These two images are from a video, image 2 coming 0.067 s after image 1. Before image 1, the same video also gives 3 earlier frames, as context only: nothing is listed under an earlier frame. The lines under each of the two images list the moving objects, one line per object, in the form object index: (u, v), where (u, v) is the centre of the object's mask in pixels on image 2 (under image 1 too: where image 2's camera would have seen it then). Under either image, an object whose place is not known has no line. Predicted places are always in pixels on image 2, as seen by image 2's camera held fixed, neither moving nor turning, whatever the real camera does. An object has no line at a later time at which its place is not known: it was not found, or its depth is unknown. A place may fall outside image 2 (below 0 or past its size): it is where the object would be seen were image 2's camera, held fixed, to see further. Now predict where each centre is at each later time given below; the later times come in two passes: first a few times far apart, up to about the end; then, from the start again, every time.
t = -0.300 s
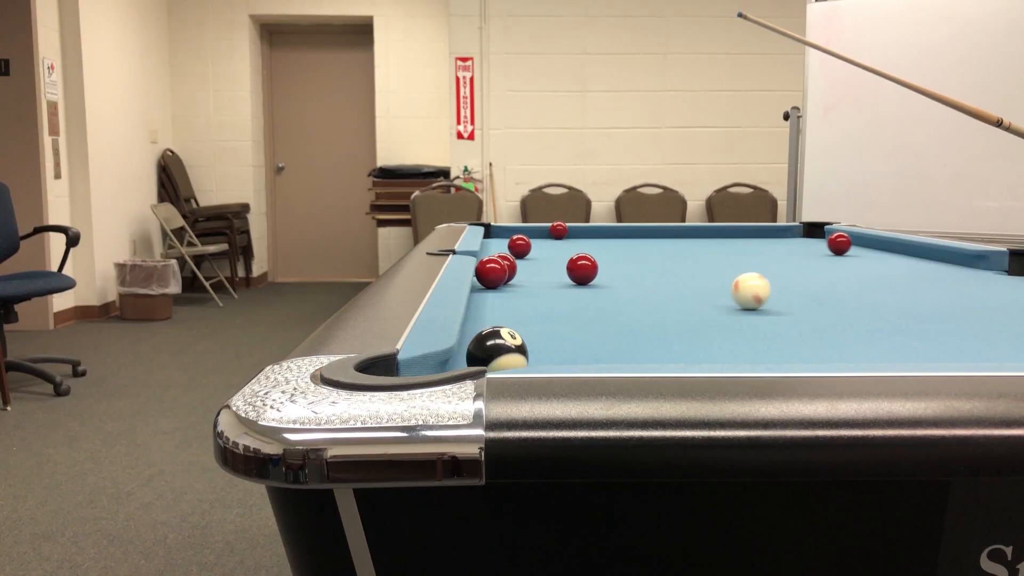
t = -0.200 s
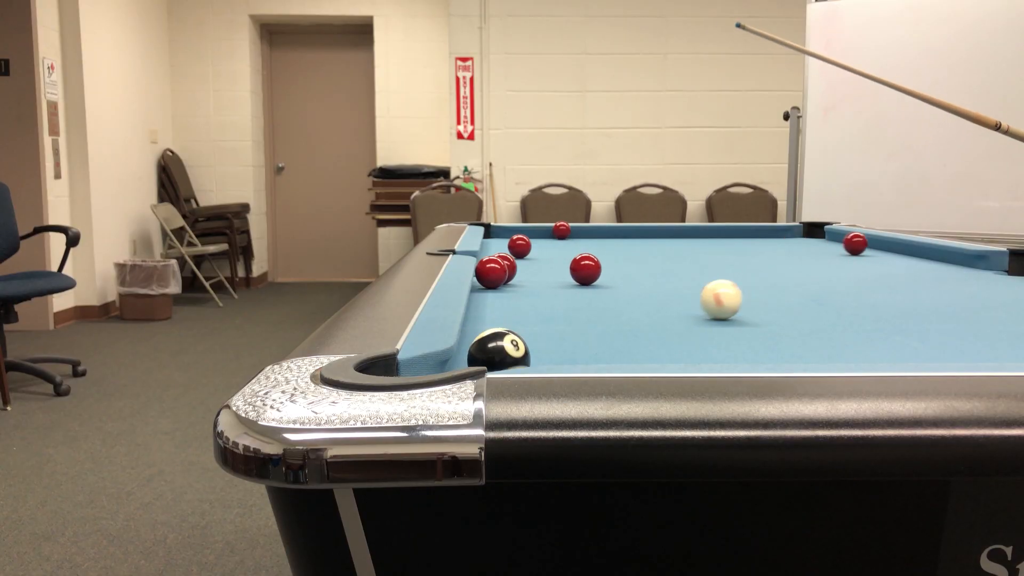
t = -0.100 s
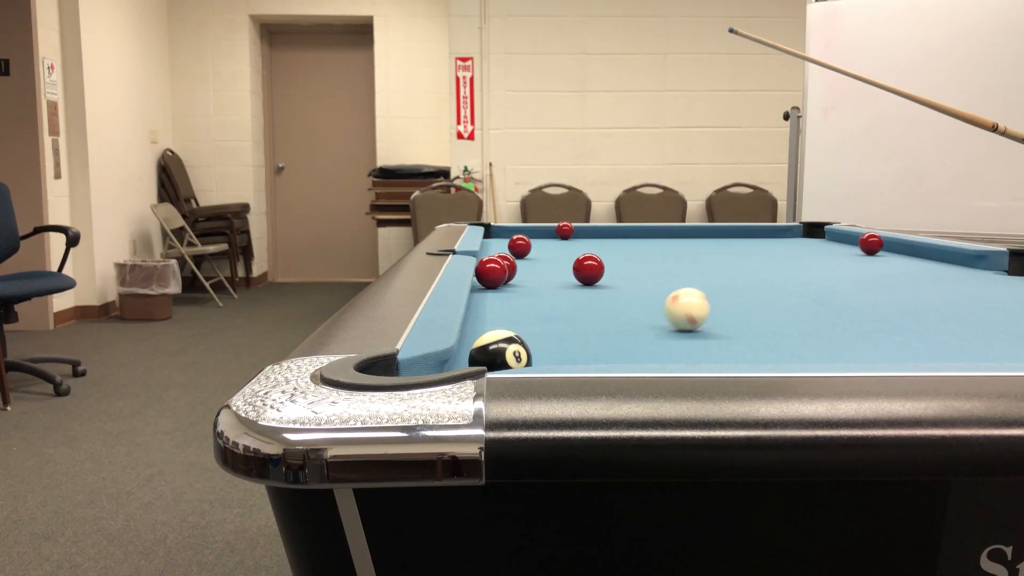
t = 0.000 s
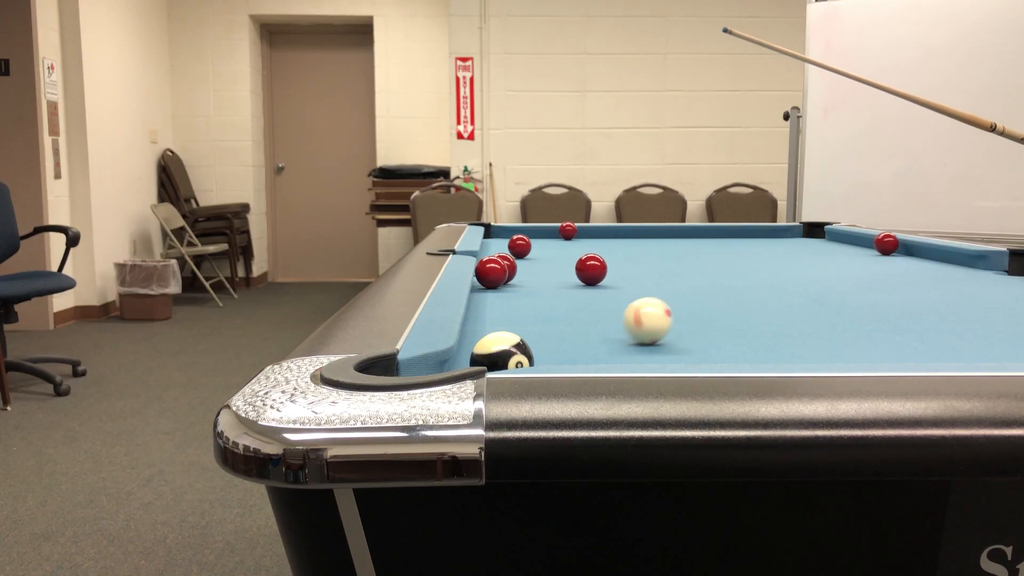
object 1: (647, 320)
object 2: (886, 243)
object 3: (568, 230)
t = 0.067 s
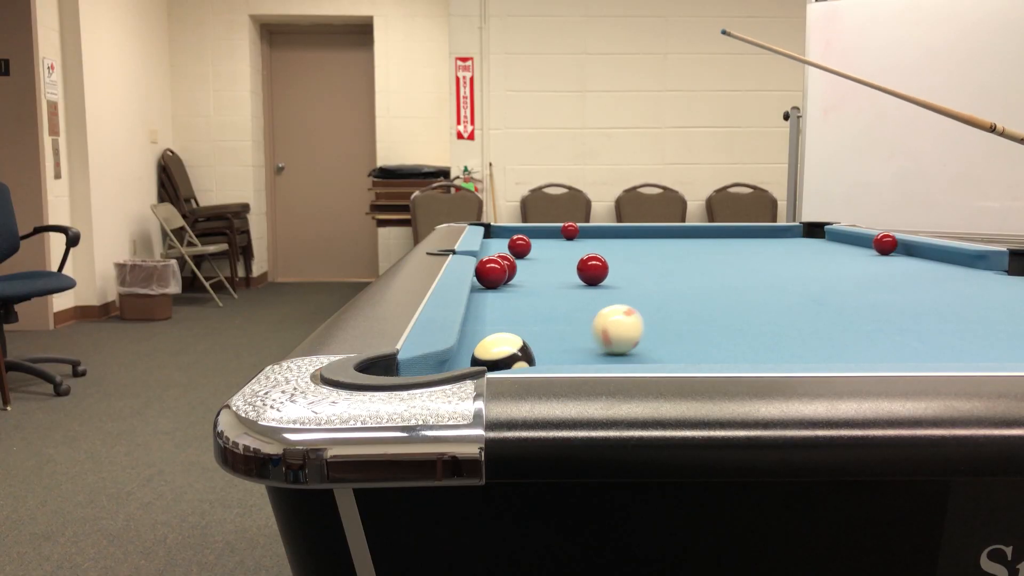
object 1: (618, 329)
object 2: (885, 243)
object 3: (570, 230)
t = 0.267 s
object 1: (518, 342)
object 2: (865, 243)
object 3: (576, 231)
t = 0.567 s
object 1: (538, 350)
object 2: (837, 243)
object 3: (584, 231)
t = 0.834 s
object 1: (589, 350)
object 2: (816, 243)
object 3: (589, 232)
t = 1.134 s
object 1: (638, 350)
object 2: (795, 243)
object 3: (594, 232)
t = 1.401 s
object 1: (675, 351)
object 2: (779, 243)
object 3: (598, 232)
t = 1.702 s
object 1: (709, 351)
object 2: (764, 243)
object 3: (599, 232)
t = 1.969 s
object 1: (731, 352)
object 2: (753, 243)
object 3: (599, 232)
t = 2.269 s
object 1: (747, 352)
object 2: (744, 243)
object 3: (599, 232)
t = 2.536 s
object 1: (754, 352)
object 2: (738, 243)
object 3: (599, 232)
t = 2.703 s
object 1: (755, 352)
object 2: (736, 243)
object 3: (599, 232)
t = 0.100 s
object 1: (601, 334)
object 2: (882, 243)
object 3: (571, 230)
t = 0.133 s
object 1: (584, 338)
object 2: (878, 243)
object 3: (572, 231)
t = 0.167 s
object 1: (567, 341)
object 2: (875, 243)
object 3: (573, 231)
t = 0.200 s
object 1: (551, 343)
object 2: (872, 243)
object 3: (574, 231)
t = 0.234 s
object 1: (538, 343)
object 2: (868, 243)
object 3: (574, 231)
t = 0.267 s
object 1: (518, 342)
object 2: (865, 243)
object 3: (576, 231)
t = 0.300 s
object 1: (501, 342)
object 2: (862, 243)
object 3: (576, 231)
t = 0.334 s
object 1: (490, 344)
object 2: (859, 243)
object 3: (577, 231)
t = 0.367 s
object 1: (497, 349)
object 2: (856, 243)
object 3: (578, 231)
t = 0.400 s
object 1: (501, 351)
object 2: (853, 243)
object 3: (579, 231)
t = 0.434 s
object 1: (507, 351)
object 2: (850, 243)
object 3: (580, 231)
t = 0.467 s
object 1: (514, 351)
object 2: (847, 243)
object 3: (581, 231)
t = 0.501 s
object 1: (524, 350)
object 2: (843, 243)
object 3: (582, 231)
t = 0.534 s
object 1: (531, 350)
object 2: (840, 243)
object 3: (583, 231)
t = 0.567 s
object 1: (538, 350)
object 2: (837, 243)
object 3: (584, 231)
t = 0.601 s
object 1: (545, 350)
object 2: (834, 243)
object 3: (584, 231)
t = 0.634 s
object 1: (551, 350)
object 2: (831, 243)
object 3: (585, 231)
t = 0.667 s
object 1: (558, 350)
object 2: (829, 243)
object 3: (586, 232)
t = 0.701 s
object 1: (564, 350)
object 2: (826, 243)
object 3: (587, 232)
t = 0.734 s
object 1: (571, 350)
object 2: (824, 243)
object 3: (587, 232)
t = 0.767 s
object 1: (576, 350)
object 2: (821, 243)
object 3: (588, 232)
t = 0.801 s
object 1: (583, 350)
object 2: (819, 243)
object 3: (589, 232)
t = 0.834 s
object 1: (589, 350)
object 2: (816, 243)
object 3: (589, 232)
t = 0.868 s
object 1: (595, 350)
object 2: (814, 243)
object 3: (590, 232)
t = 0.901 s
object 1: (600, 350)
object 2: (811, 243)
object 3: (591, 232)
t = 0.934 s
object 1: (606, 350)
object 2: (809, 243)
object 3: (591, 232)
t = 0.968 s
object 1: (611, 350)
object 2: (806, 243)
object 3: (592, 232)
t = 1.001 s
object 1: (617, 350)
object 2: (804, 243)
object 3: (592, 232)
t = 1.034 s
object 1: (623, 350)
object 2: (802, 243)
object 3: (593, 232)
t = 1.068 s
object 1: (628, 350)
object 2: (800, 243)
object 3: (593, 232)
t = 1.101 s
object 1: (633, 350)
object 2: (797, 243)
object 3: (594, 232)
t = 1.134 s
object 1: (638, 350)
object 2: (795, 243)
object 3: (594, 232)
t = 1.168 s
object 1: (643, 350)
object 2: (793, 243)
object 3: (595, 232)
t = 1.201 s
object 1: (648, 350)
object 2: (791, 243)
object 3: (595, 232)
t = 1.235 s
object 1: (653, 350)
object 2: (789, 243)
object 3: (596, 232)
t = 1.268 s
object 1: (658, 351)
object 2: (787, 243)
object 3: (596, 232)
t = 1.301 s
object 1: (662, 351)
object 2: (785, 243)
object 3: (597, 232)
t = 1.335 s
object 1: (667, 351)
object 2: (783, 243)
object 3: (597, 232)
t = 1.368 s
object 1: (671, 351)
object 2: (781, 243)
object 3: (598, 232)
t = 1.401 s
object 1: (675, 351)
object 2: (779, 243)
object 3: (598, 232)
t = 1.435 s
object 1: (679, 351)
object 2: (777, 243)
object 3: (598, 232)
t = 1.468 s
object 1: (683, 351)
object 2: (775, 243)
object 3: (598, 232)
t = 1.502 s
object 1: (687, 351)
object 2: (774, 243)
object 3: (598, 232)
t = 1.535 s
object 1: (691, 351)
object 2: (772, 243)
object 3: (599, 232)
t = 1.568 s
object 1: (695, 351)
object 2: (770, 243)
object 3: (599, 232)
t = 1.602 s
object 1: (698, 351)
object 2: (769, 243)
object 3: (599, 232)
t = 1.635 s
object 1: (702, 351)
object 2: (767, 243)
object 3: (599, 232)
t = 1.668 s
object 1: (705, 351)
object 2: (765, 243)
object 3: (599, 232)
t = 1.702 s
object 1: (709, 351)
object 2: (764, 243)
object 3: (599, 232)
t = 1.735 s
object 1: (712, 351)
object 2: (763, 243)
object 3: (599, 232)
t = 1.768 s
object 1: (715, 351)
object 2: (761, 243)
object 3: (599, 232)
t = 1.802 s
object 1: (718, 351)
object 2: (760, 243)
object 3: (599, 232)
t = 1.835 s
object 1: (721, 351)
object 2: (758, 243)
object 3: (599, 232)
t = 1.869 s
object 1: (723, 351)
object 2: (757, 243)
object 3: (599, 232)
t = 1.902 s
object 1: (726, 352)
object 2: (756, 243)
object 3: (599, 232)
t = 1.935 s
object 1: (728, 352)
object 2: (754, 243)
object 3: (599, 232)
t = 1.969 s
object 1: (731, 352)
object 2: (753, 243)
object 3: (599, 232)
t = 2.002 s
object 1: (733, 352)
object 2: (752, 243)
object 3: (599, 232)
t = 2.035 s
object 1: (735, 352)
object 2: (751, 243)
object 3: (599, 232)
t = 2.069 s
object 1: (737, 352)
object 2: (750, 243)
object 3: (599, 232)
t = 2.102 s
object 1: (739, 352)
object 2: (749, 243)
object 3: (599, 232)
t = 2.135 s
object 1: (740, 352)
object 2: (748, 243)
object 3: (599, 232)
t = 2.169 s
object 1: (742, 352)
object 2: (747, 243)
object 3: (599, 232)
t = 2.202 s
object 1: (743, 352)
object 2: (746, 243)
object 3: (599, 232)
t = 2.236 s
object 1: (745, 352)
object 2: (745, 243)
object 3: (599, 232)
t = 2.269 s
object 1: (747, 352)
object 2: (744, 243)
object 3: (599, 232)
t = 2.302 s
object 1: (748, 352)
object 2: (743, 243)
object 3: (599, 232)
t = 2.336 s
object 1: (749, 352)
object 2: (742, 243)
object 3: (599, 232)
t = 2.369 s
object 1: (750, 352)
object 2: (741, 243)
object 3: (599, 232)
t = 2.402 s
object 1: (751, 352)
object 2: (741, 243)
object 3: (599, 232)
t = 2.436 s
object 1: (752, 352)
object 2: (740, 243)
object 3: (599, 232)
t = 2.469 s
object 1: (753, 352)
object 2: (739, 243)
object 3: (599, 232)
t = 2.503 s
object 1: (754, 352)
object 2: (739, 243)
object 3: (599, 232)
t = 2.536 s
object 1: (754, 352)
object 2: (738, 243)
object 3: (599, 232)
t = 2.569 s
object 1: (755, 352)
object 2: (738, 243)
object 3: (599, 232)
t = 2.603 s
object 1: (755, 352)
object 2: (737, 243)
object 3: (599, 232)
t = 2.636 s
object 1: (755, 352)
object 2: (737, 243)
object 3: (599, 232)
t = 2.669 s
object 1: (755, 352)
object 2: (736, 243)
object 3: (599, 232)
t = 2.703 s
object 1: (755, 352)
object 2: (736, 243)
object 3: (599, 232)
